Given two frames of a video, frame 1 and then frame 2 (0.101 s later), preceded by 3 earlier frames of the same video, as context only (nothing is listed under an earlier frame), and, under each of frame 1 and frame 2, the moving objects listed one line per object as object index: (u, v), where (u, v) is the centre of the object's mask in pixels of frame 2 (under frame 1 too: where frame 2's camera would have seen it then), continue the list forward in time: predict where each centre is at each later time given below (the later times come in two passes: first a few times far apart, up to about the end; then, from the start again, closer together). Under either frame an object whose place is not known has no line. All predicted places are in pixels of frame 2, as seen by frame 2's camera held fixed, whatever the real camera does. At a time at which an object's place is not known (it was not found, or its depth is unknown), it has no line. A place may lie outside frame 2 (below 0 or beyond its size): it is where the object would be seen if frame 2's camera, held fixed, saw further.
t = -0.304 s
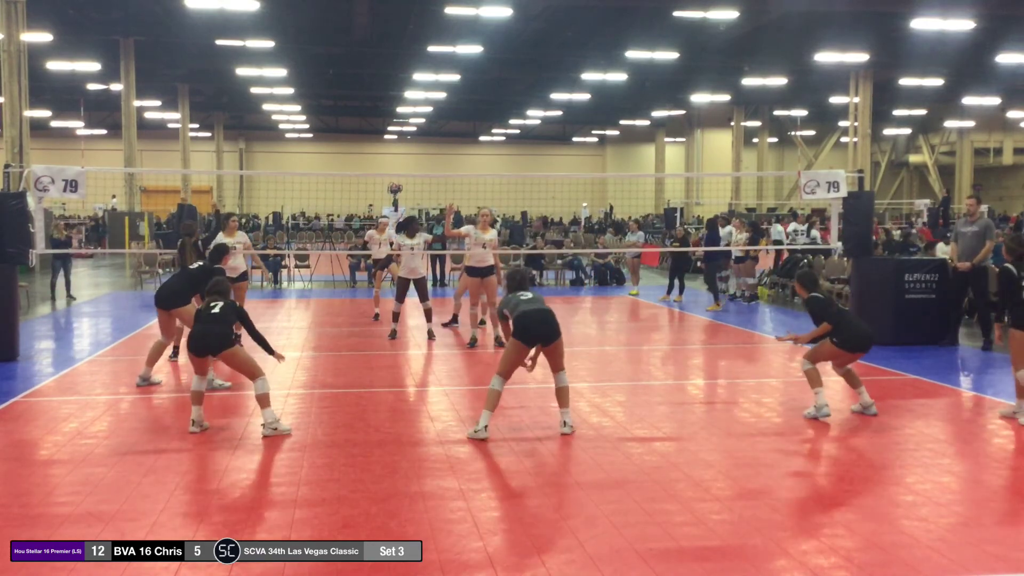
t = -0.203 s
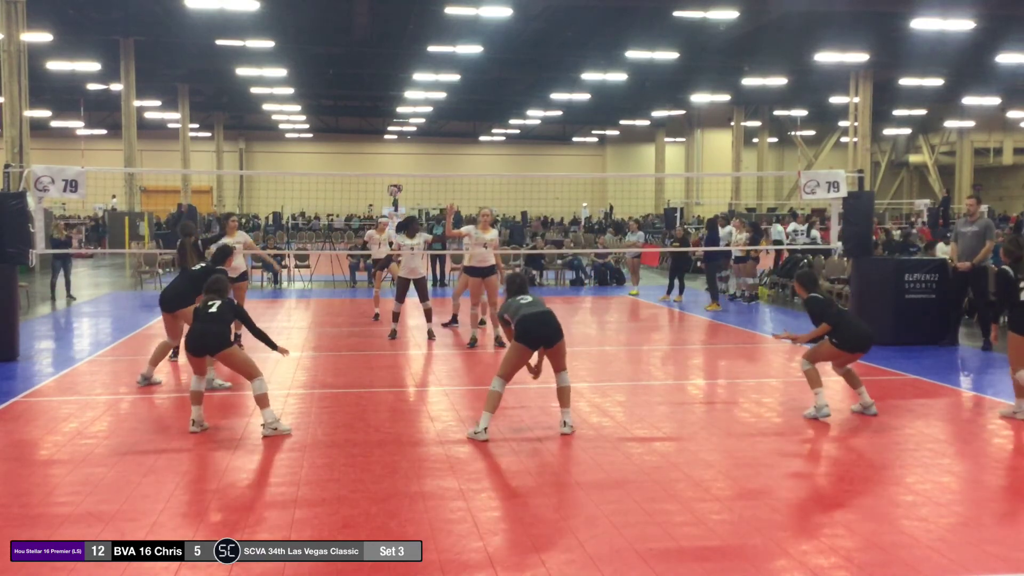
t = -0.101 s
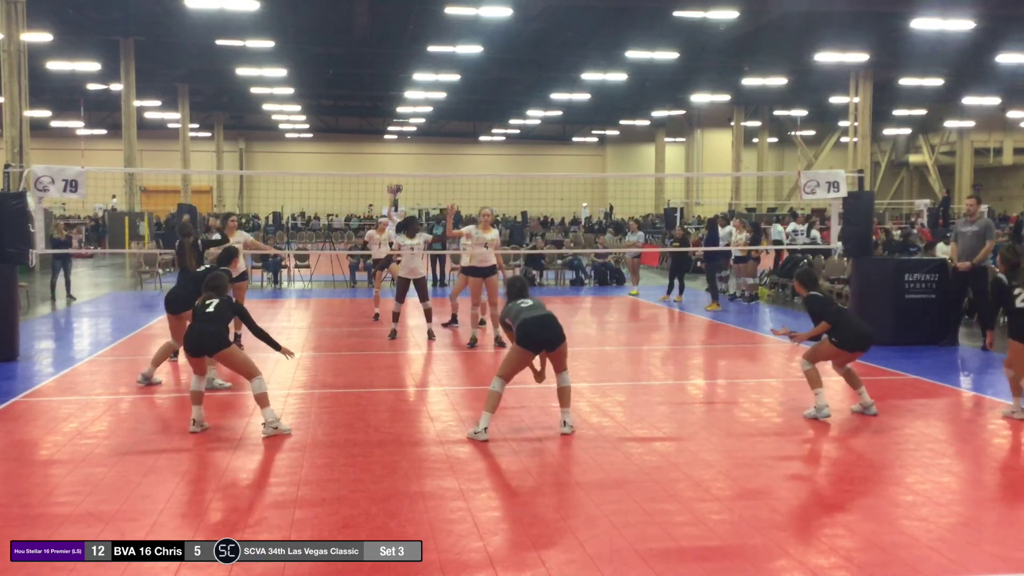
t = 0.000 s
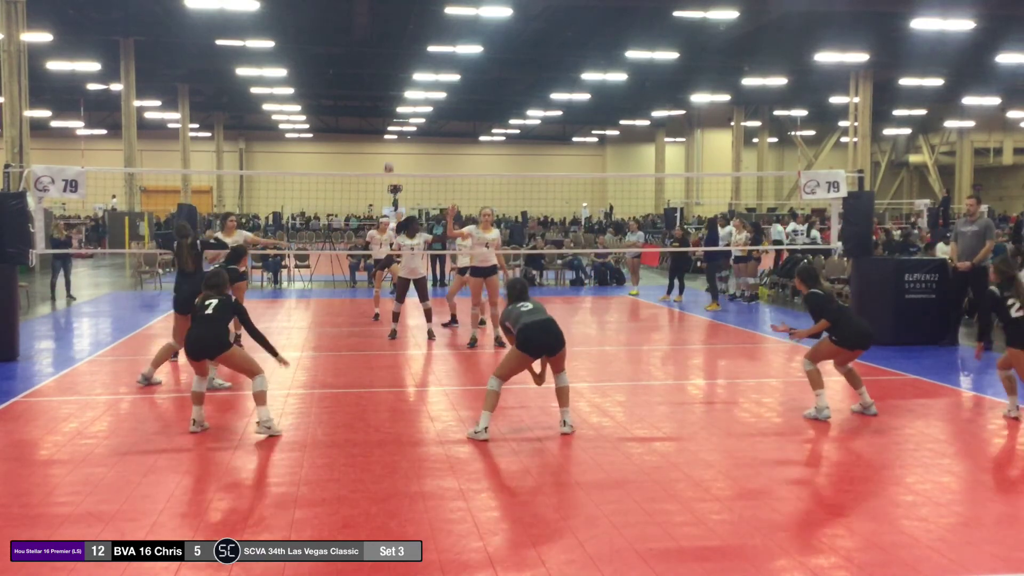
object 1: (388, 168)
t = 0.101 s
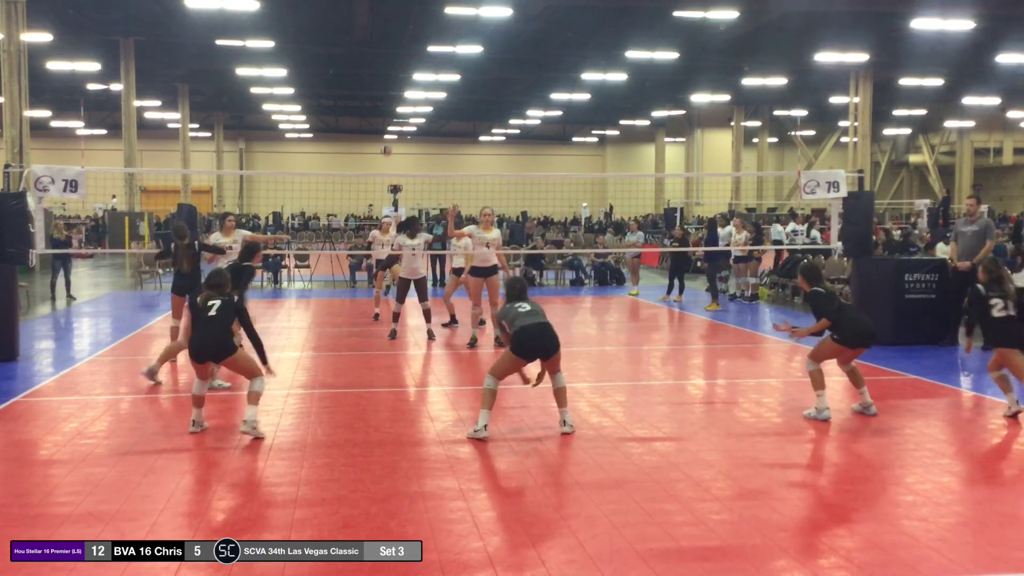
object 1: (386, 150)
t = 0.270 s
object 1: (382, 125)
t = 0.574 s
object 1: (367, 116)
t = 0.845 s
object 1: (342, 173)
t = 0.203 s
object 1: (383, 133)
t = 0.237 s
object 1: (382, 129)
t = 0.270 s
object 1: (382, 125)
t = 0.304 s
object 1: (381, 122)
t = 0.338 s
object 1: (379, 118)
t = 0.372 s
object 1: (378, 115)
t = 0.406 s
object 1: (376, 113)
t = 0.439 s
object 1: (374, 112)
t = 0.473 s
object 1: (373, 112)
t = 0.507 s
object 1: (371, 113)
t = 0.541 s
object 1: (369, 114)
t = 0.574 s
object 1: (367, 116)
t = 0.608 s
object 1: (366, 119)
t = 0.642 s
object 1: (364, 122)
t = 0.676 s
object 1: (361, 127)
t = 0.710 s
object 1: (359, 132)
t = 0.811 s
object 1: (347, 160)
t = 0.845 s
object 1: (342, 173)
